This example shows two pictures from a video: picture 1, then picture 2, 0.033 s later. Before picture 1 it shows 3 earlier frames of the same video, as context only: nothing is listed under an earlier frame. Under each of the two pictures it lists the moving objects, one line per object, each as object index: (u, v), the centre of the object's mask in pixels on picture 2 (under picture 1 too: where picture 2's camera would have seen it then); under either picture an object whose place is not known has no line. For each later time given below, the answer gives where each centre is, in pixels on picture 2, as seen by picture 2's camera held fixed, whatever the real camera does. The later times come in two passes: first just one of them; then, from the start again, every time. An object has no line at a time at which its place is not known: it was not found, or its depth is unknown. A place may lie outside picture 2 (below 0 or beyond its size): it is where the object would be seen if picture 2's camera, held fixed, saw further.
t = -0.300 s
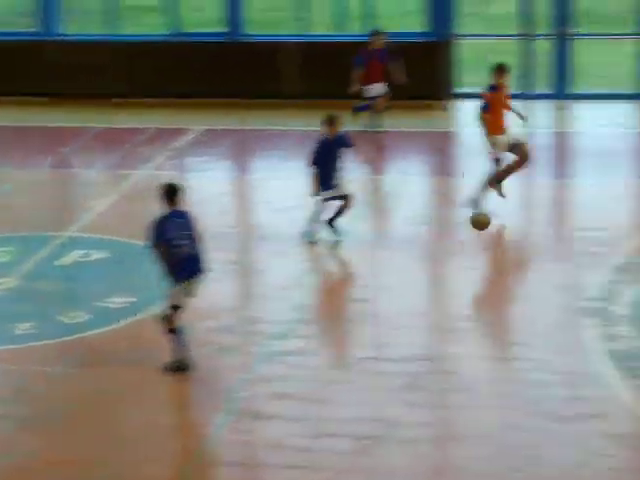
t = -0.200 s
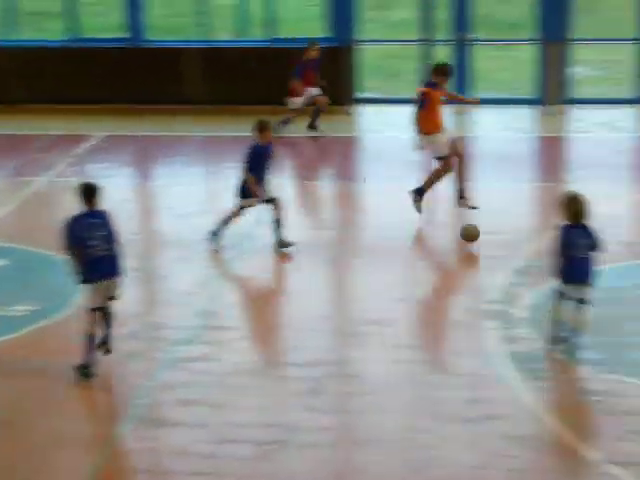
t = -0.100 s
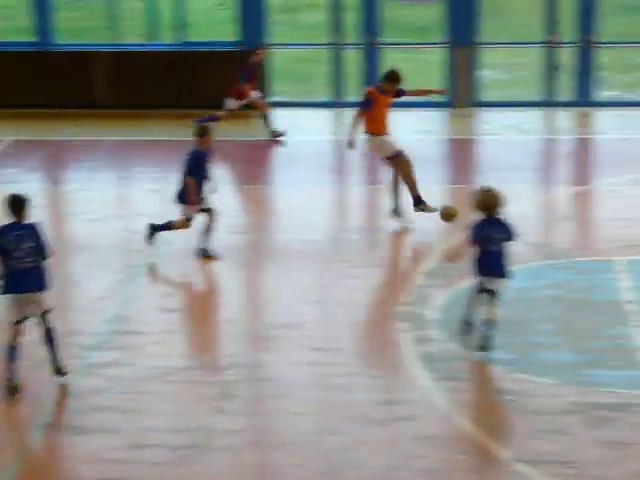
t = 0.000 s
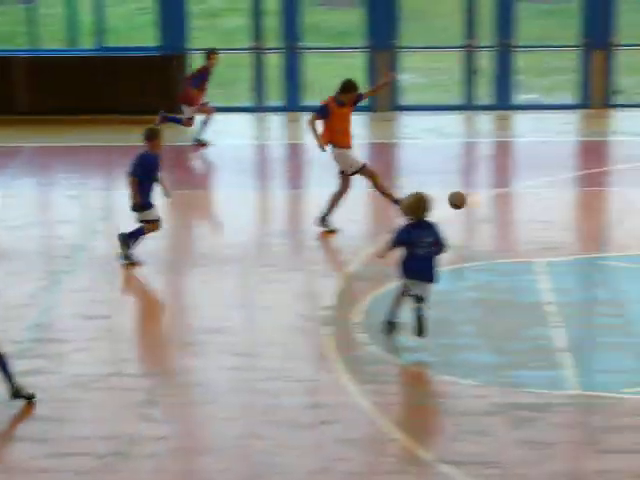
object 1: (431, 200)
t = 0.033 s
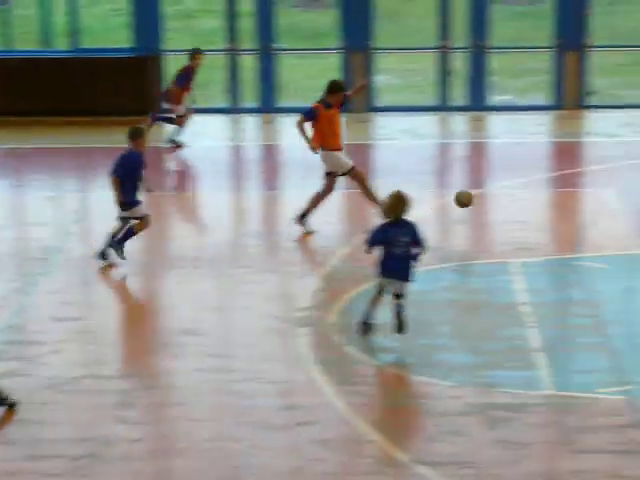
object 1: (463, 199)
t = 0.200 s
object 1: (619, 204)
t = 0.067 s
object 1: (494, 197)
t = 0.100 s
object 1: (526, 198)
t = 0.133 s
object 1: (556, 198)
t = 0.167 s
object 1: (588, 201)
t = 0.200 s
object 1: (619, 204)
